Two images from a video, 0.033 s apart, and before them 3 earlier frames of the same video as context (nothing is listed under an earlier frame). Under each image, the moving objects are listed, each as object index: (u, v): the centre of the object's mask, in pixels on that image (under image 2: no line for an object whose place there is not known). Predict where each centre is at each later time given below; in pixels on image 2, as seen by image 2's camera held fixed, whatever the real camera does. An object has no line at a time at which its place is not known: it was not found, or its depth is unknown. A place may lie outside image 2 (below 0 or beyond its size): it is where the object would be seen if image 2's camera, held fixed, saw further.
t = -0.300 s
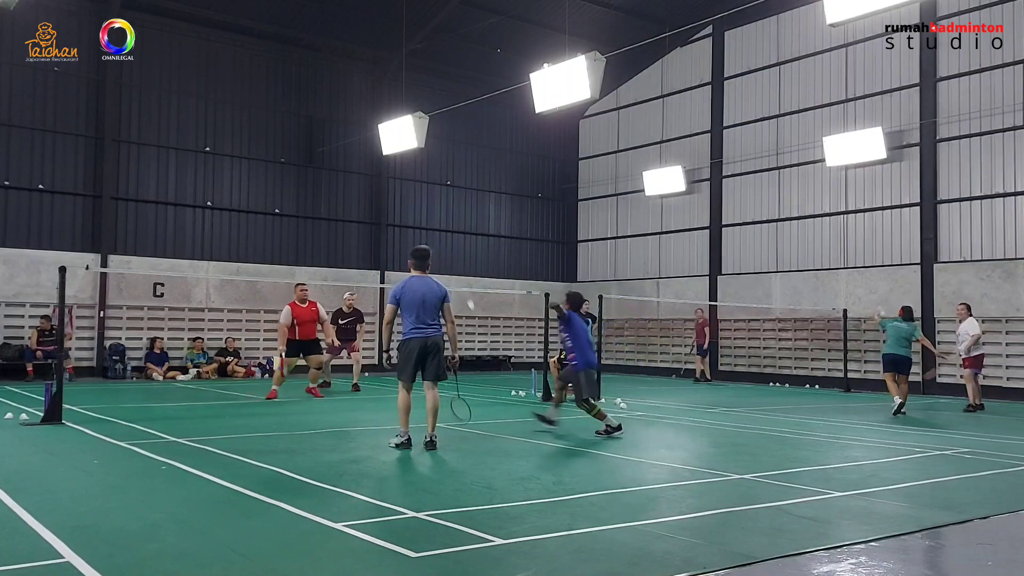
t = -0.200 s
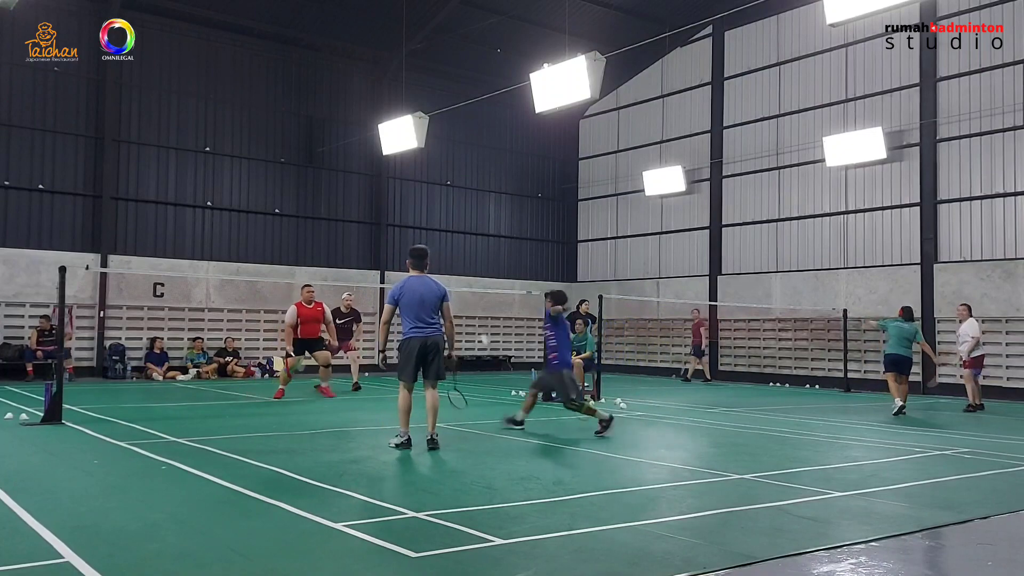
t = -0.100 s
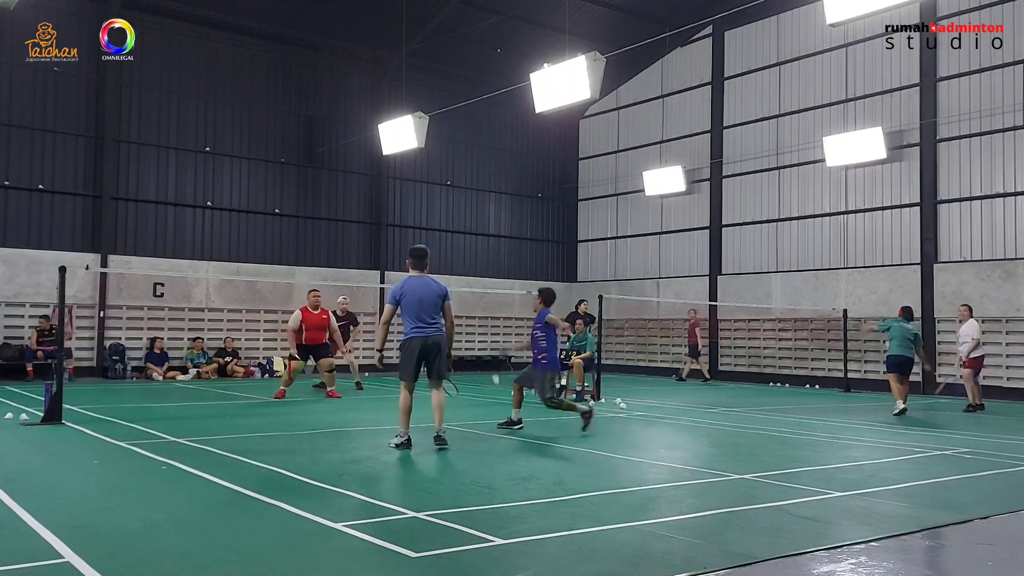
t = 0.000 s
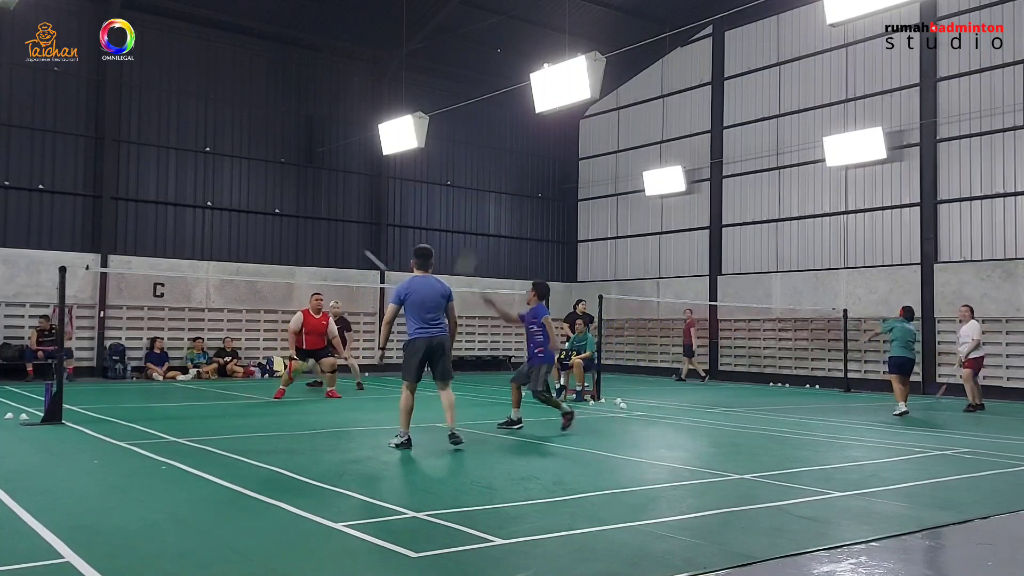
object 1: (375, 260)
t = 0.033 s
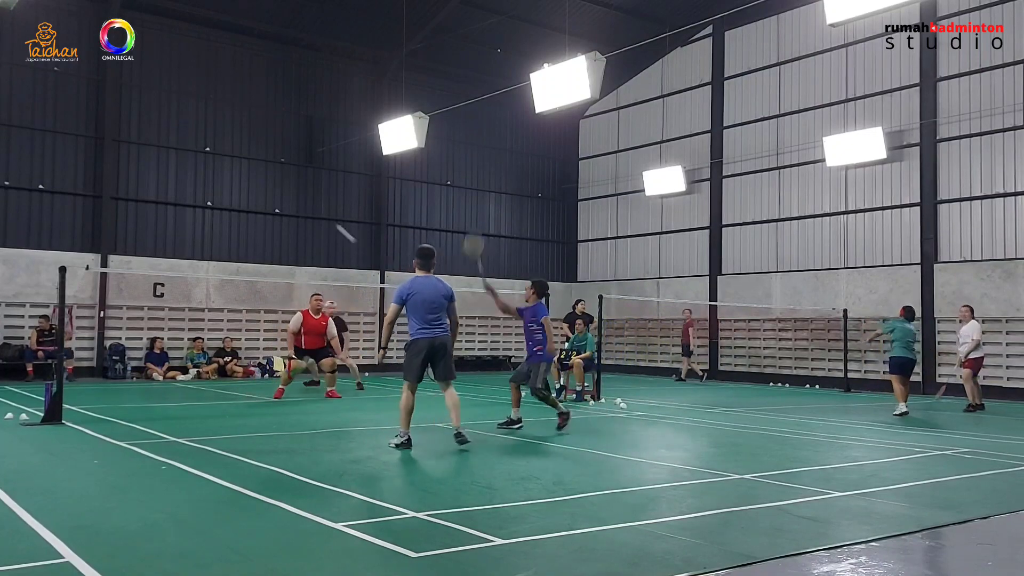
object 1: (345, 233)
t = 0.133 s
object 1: (278, 175)
